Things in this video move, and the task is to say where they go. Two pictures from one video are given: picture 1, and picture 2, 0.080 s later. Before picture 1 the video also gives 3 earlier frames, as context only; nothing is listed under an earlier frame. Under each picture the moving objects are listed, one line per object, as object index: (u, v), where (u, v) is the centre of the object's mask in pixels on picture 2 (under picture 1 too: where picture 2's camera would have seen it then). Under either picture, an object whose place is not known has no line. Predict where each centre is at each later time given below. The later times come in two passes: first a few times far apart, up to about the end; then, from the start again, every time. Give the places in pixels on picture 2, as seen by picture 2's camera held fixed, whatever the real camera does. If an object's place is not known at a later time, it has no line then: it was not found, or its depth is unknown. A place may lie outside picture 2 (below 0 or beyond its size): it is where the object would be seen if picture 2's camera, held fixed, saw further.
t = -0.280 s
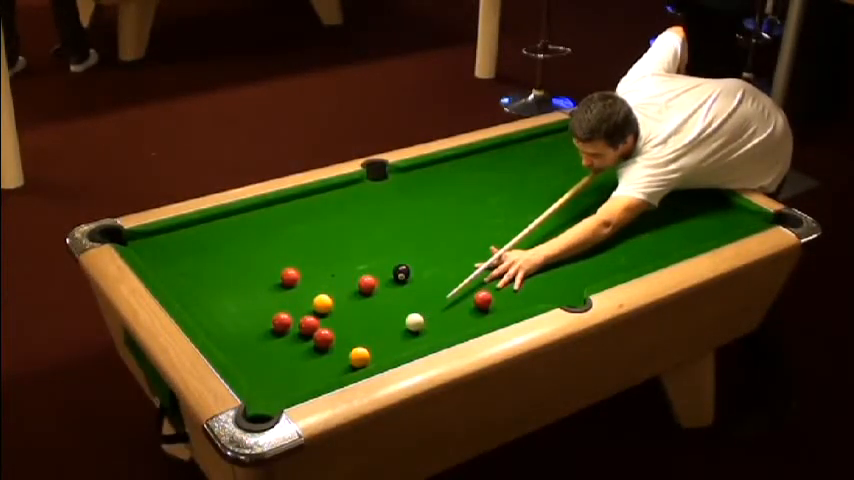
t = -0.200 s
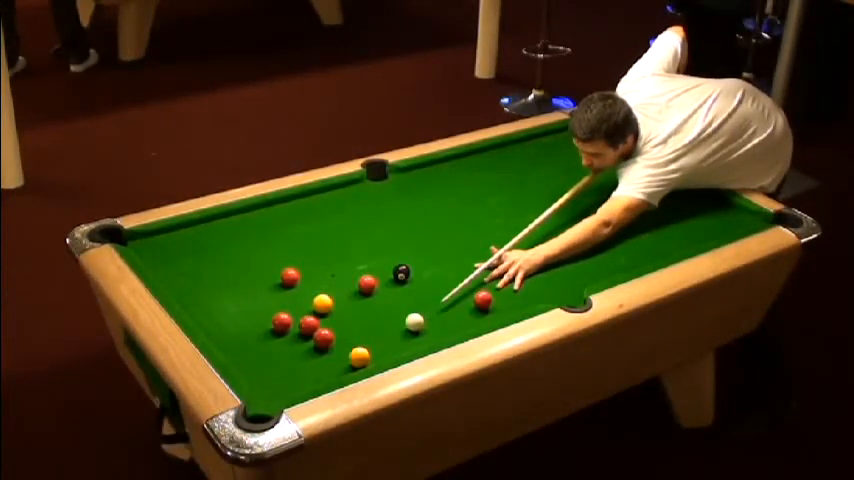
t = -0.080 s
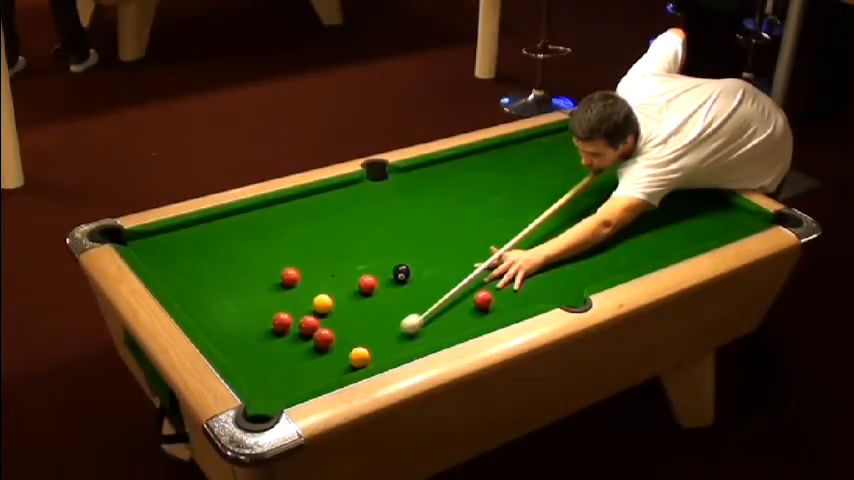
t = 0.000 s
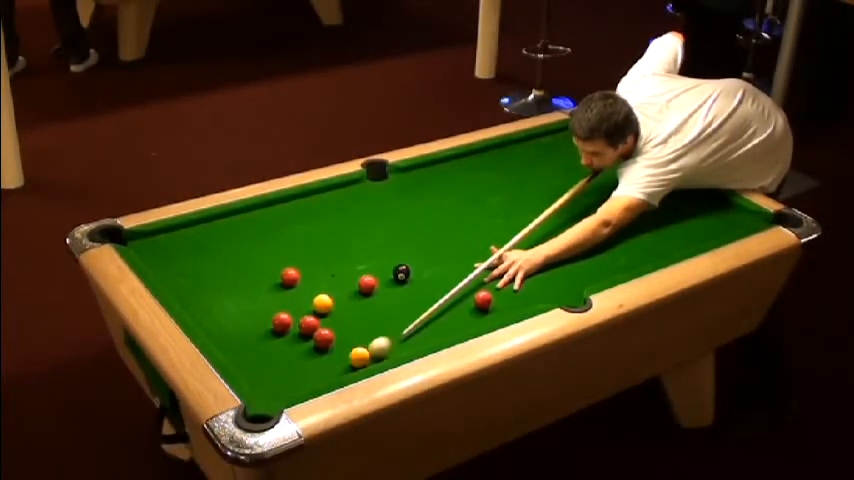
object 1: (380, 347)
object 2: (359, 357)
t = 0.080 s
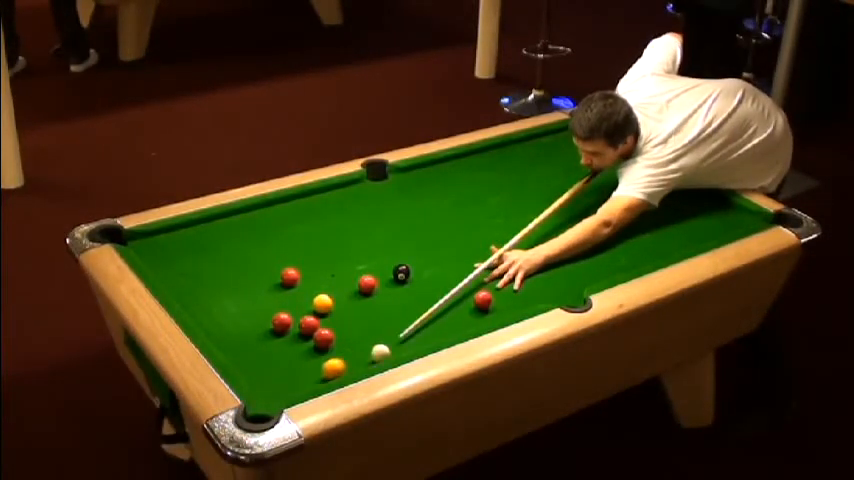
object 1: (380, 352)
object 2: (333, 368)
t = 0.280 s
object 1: (385, 351)
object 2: (273, 396)
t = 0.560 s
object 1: (384, 343)
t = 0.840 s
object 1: (383, 336)
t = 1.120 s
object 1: (382, 332)
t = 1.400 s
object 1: (382, 330)
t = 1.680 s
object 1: (382, 330)
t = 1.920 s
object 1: (382, 330)
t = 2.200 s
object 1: (382, 330)
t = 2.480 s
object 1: (382, 330)
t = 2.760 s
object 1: (382, 330)
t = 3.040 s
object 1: (382, 330)
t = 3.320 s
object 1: (382, 330)
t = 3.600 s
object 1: (382, 330)
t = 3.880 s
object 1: (382, 330)
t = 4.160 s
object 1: (382, 330)
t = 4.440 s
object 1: (382, 330)
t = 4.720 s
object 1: (382, 330)
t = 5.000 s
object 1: (382, 330)
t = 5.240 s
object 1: (382, 330)
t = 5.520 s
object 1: (382, 330)
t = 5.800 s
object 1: (382, 330)
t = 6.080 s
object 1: (382, 330)
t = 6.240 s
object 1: (382, 330)
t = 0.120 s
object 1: (383, 354)
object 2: (320, 373)
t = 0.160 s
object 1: (385, 355)
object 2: (309, 379)
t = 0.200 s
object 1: (386, 354)
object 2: (297, 384)
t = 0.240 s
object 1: (386, 353)
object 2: (285, 390)
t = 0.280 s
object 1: (385, 351)
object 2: (273, 396)
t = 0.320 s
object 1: (385, 351)
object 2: (262, 401)
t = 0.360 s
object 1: (385, 349)
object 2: (262, 406)
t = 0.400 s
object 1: (385, 348)
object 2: (267, 413)
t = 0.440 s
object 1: (385, 347)
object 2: (263, 420)
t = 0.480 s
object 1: (385, 345)
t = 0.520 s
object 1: (384, 344)
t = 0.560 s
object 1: (384, 343)
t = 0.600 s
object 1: (384, 342)
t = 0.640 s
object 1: (384, 341)
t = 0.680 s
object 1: (384, 340)
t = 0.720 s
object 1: (383, 339)
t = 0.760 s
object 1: (383, 338)
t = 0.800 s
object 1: (383, 337)
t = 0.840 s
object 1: (383, 336)
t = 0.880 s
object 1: (383, 335)
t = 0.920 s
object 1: (383, 335)
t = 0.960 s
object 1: (383, 334)
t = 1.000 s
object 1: (383, 333)
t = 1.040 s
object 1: (383, 333)
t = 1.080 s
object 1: (382, 332)
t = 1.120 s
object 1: (382, 332)
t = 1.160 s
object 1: (382, 331)
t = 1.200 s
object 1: (382, 331)
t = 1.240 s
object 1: (382, 330)
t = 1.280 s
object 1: (382, 330)
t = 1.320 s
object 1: (382, 330)
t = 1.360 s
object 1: (382, 330)
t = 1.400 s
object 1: (382, 330)
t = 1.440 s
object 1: (382, 330)
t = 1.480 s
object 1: (382, 330)
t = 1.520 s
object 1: (382, 330)
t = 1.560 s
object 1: (382, 330)
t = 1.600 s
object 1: (382, 330)
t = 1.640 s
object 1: (382, 330)
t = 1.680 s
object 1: (382, 330)
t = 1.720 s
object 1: (382, 330)
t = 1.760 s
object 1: (382, 330)
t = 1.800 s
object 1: (382, 330)
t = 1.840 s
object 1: (382, 330)
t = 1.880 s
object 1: (382, 330)
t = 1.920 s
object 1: (382, 330)
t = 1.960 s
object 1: (382, 330)
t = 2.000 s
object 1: (382, 330)
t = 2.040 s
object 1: (382, 330)
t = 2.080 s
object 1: (382, 330)
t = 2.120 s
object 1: (382, 330)
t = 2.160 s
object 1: (382, 330)
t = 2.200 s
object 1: (382, 330)
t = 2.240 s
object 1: (382, 330)
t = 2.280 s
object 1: (382, 330)
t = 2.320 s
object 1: (382, 330)
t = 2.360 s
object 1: (382, 330)
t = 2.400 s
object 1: (382, 330)
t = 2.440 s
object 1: (382, 330)
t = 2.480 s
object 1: (382, 330)
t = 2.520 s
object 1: (382, 330)
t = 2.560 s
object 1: (382, 330)
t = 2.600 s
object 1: (382, 330)
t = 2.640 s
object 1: (382, 330)
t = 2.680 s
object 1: (382, 330)
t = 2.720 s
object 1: (382, 330)
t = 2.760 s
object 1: (382, 330)
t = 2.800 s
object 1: (382, 330)
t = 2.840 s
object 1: (382, 330)
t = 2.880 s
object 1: (382, 330)
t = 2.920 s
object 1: (382, 330)
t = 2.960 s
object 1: (382, 330)
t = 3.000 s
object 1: (382, 330)
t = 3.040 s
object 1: (382, 330)
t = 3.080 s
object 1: (382, 330)
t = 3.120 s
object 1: (382, 330)
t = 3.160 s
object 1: (382, 330)
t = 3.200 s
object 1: (382, 330)
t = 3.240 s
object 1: (382, 330)
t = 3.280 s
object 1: (382, 330)
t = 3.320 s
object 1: (382, 330)
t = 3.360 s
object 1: (382, 330)
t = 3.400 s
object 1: (382, 330)
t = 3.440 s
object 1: (382, 330)
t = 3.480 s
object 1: (382, 330)
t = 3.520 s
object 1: (382, 330)
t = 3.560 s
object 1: (382, 330)
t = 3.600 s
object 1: (382, 330)
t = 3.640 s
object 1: (382, 330)
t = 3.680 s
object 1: (382, 330)
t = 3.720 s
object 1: (382, 330)
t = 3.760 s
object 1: (382, 330)
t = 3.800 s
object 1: (382, 330)
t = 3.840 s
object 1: (382, 330)
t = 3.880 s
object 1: (382, 330)
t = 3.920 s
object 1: (382, 330)
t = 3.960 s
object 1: (382, 330)
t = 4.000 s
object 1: (382, 330)
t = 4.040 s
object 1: (382, 330)
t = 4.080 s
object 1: (382, 330)
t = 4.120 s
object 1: (382, 330)
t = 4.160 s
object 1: (382, 330)
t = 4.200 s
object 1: (382, 330)
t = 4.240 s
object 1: (382, 330)
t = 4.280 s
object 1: (382, 330)
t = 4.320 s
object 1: (382, 330)
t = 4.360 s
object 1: (382, 330)
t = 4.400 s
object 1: (382, 330)
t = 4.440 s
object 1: (382, 330)
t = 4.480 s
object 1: (382, 330)
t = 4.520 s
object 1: (382, 330)
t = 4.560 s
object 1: (382, 330)
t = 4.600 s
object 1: (382, 330)
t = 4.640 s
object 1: (382, 330)
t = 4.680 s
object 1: (382, 330)
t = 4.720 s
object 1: (382, 330)
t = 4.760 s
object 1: (382, 330)
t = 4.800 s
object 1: (382, 330)
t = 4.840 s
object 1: (382, 330)
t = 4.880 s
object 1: (382, 330)
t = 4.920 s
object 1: (382, 330)
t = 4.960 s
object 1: (382, 330)
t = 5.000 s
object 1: (382, 330)
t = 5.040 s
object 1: (382, 330)
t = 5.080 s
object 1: (382, 330)
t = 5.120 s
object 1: (382, 330)
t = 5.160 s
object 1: (382, 330)
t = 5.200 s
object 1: (382, 330)
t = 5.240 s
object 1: (382, 330)
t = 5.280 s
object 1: (382, 330)
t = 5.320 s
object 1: (382, 330)
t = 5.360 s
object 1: (382, 330)
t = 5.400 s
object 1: (382, 330)
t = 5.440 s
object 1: (382, 330)
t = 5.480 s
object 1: (382, 330)
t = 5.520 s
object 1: (382, 330)
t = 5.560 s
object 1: (382, 330)
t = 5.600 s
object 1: (382, 330)
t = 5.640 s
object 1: (382, 330)
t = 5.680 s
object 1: (382, 330)
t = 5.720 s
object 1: (382, 330)
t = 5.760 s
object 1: (382, 330)
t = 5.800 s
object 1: (382, 330)
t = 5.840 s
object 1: (382, 330)
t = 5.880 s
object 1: (382, 330)
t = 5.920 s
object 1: (382, 330)
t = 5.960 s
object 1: (382, 330)
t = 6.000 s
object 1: (382, 330)
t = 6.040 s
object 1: (382, 330)
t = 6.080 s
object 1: (382, 330)
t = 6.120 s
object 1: (382, 330)
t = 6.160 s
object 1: (382, 330)
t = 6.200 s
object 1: (382, 330)
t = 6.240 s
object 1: (382, 330)
